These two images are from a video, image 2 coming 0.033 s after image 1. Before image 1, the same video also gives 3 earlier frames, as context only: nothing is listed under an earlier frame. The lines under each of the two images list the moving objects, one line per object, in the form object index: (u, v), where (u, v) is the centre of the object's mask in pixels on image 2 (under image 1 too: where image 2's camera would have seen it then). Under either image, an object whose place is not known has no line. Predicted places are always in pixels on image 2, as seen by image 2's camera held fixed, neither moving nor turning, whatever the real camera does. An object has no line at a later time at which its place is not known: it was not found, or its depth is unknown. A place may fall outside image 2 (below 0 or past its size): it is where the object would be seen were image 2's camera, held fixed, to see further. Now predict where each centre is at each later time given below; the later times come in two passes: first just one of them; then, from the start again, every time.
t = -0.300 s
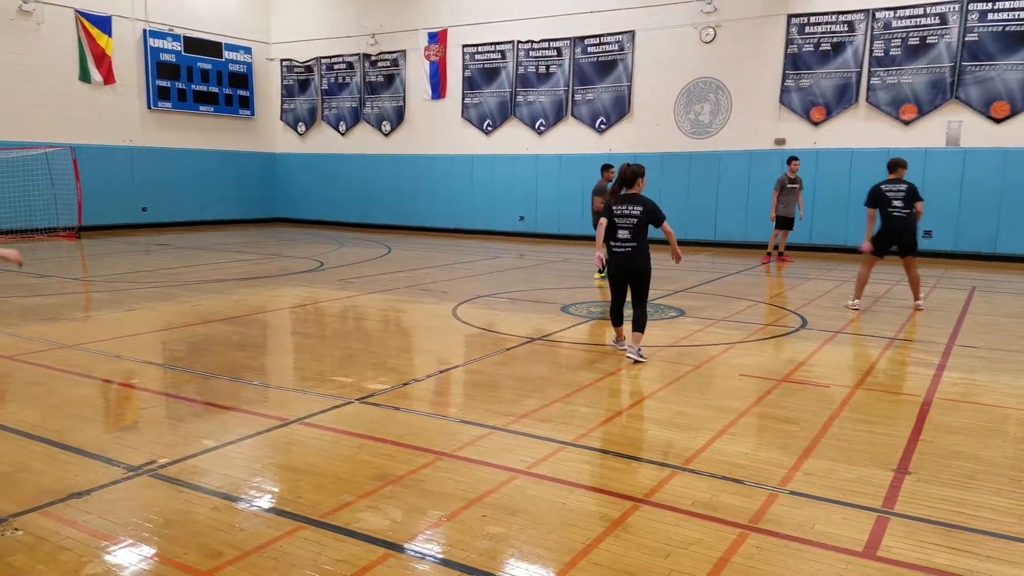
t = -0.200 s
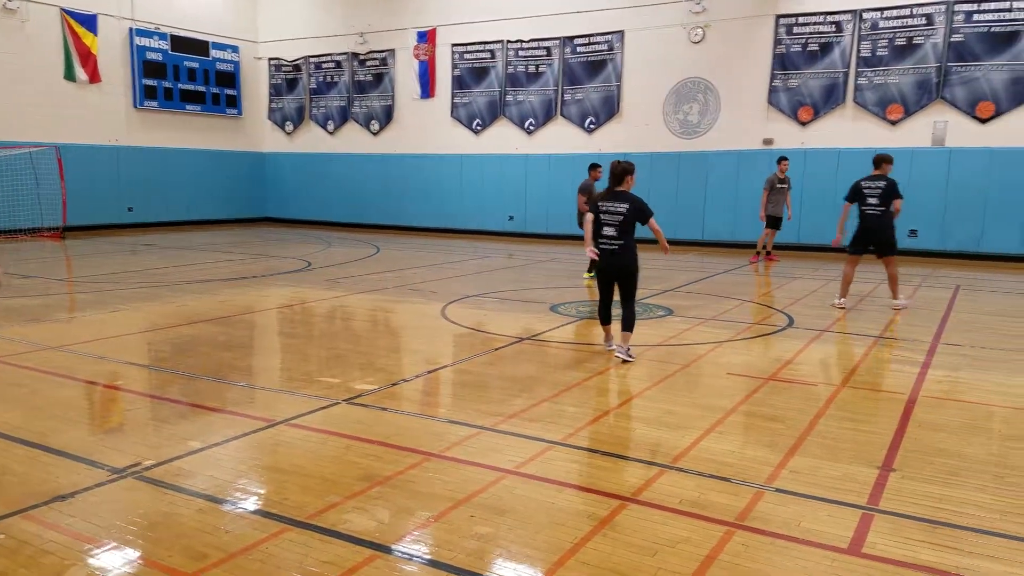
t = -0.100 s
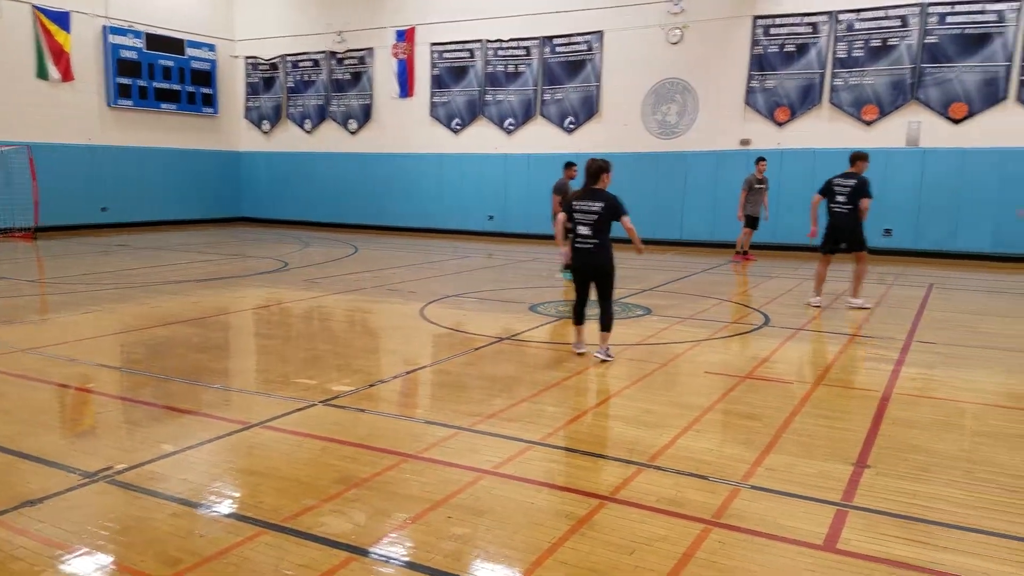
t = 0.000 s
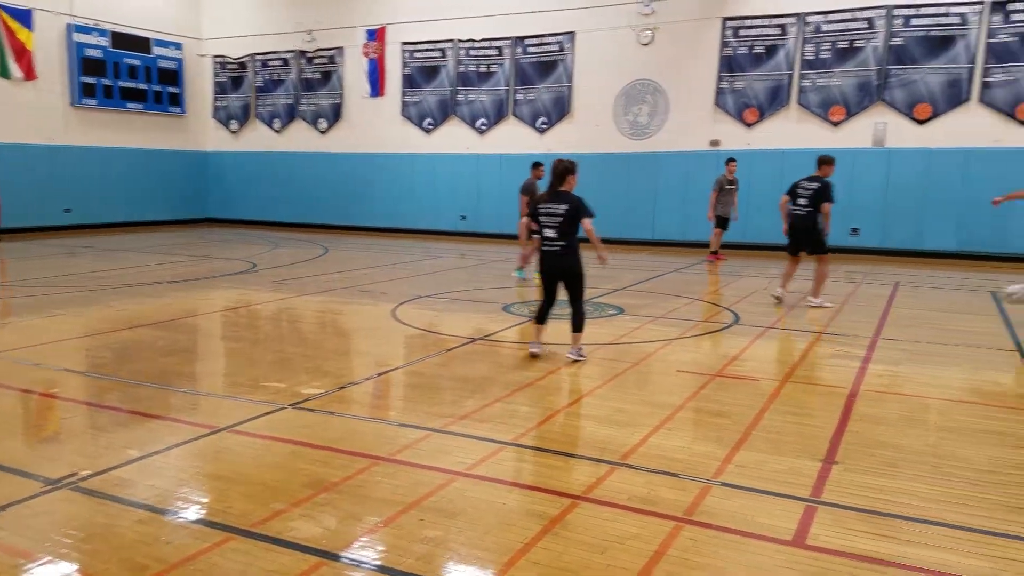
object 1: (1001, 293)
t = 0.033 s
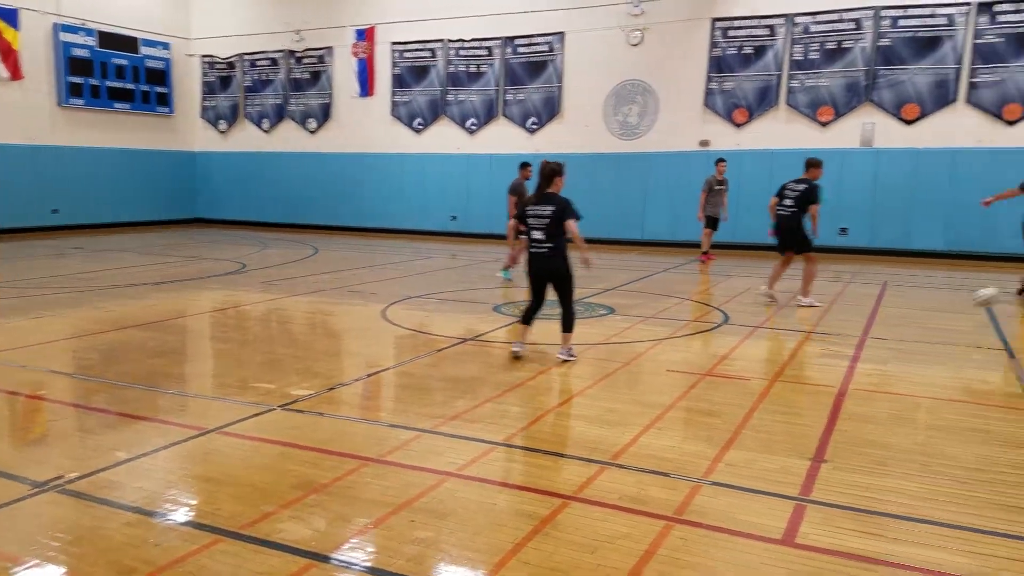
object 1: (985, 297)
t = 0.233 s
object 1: (898, 312)
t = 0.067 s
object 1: (969, 300)
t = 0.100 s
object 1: (954, 308)
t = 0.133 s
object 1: (936, 318)
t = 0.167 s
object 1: (921, 317)
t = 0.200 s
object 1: (910, 313)
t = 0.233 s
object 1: (898, 312)
